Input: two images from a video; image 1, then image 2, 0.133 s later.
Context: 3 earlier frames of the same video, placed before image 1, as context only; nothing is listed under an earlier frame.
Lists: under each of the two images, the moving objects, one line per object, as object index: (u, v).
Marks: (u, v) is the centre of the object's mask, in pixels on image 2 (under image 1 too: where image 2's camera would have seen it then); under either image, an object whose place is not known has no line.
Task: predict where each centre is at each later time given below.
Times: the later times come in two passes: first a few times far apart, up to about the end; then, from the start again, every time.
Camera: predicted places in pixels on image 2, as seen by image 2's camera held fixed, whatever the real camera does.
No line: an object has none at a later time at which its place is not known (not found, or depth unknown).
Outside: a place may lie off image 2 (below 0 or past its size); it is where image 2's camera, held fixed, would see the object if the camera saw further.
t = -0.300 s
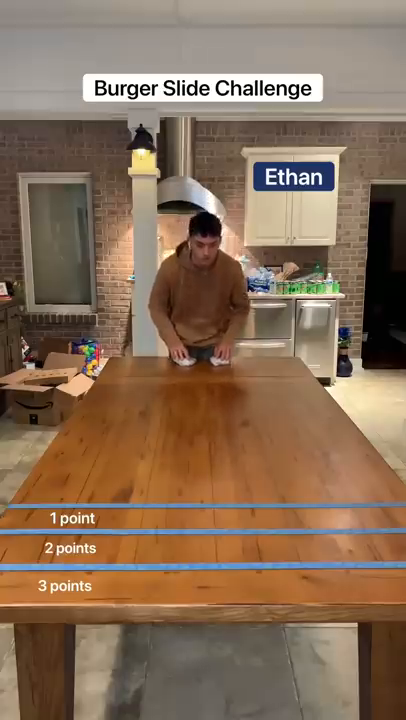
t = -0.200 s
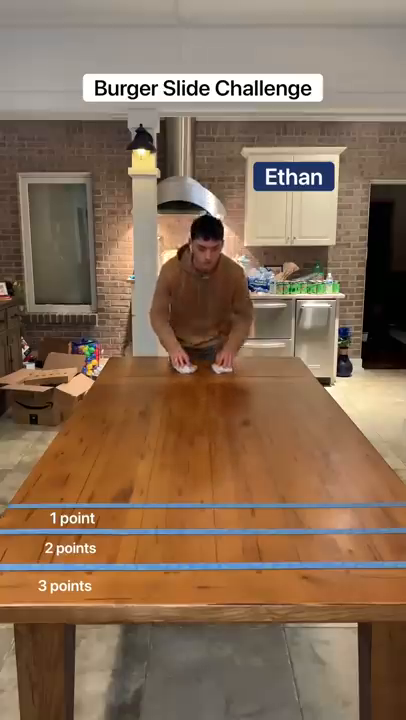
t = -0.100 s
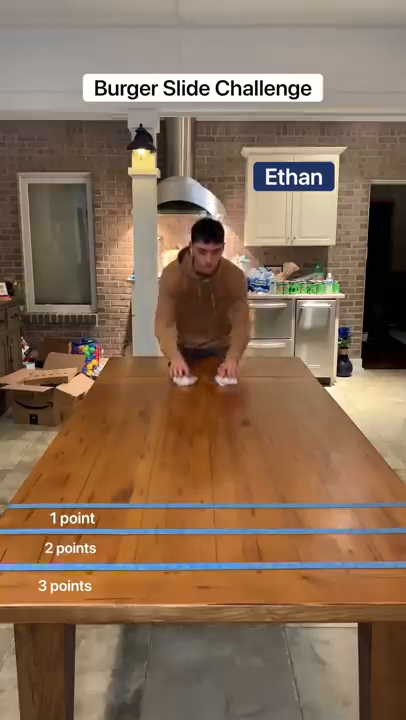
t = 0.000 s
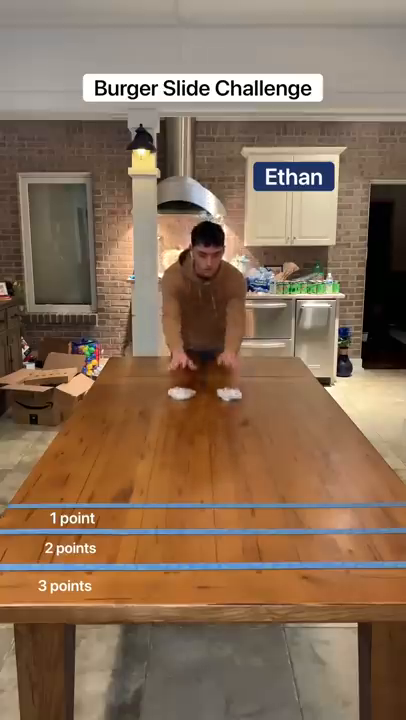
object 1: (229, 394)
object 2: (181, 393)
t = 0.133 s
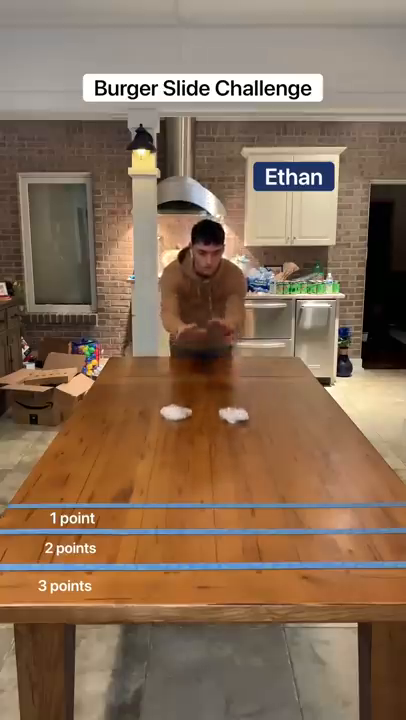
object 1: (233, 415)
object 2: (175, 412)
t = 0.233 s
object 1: (237, 432)
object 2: (171, 428)
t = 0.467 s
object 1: (247, 475)
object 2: (161, 465)
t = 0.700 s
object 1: (257, 517)
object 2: (152, 499)
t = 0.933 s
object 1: (263, 546)
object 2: (149, 510)
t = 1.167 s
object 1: (264, 551)
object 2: (149, 510)
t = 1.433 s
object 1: (264, 551)
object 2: (149, 510)
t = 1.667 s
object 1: (264, 551)
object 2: (149, 510)
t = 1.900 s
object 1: (264, 551)
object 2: (149, 510)
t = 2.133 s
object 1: (264, 551)
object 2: (149, 510)
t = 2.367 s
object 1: (264, 551)
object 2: (149, 510)
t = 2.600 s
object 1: (264, 551)
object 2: (149, 510)
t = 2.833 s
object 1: (264, 551)
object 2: (149, 510)
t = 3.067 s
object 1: (264, 551)
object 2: (149, 510)
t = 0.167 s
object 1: (235, 420)
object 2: (174, 417)
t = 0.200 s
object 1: (236, 426)
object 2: (172, 422)
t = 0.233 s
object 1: (237, 432)
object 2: (171, 428)
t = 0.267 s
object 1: (238, 437)
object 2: (169, 433)
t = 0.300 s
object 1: (240, 444)
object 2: (168, 438)
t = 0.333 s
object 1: (241, 450)
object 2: (167, 444)
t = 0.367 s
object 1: (242, 456)
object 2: (165, 449)
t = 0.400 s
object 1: (244, 462)
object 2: (163, 454)
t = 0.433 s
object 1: (245, 469)
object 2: (162, 460)
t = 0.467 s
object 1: (247, 475)
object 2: (161, 465)
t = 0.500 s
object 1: (248, 481)
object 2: (159, 470)
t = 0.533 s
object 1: (250, 488)
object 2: (158, 475)
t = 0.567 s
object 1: (251, 494)
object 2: (157, 480)
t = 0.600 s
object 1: (253, 500)
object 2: (155, 485)
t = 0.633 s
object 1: (254, 506)
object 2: (154, 490)
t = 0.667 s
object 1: (256, 512)
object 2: (153, 494)
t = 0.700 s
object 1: (257, 517)
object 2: (152, 499)
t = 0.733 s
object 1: (258, 523)
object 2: (151, 502)
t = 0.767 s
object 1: (259, 528)
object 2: (150, 505)
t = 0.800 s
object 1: (260, 532)
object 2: (150, 508)
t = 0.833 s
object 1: (261, 536)
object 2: (150, 509)
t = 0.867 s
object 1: (262, 540)
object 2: (149, 510)
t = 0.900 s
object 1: (262, 543)
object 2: (149, 510)
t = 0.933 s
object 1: (263, 546)
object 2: (149, 510)
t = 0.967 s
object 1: (264, 548)
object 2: (149, 510)
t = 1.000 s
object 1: (264, 550)
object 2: (149, 510)
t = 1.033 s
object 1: (264, 551)
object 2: (149, 510)
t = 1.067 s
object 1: (264, 551)
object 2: (149, 510)
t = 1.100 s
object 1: (264, 551)
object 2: (149, 510)
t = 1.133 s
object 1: (264, 551)
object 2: (149, 510)
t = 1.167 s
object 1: (264, 551)
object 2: (149, 510)
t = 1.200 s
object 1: (264, 551)
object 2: (149, 510)
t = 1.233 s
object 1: (264, 551)
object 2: (149, 510)
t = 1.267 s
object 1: (264, 551)
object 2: (149, 510)
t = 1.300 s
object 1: (264, 551)
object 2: (149, 510)
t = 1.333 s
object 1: (264, 551)
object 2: (149, 510)
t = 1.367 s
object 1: (264, 551)
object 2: (149, 510)
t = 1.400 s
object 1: (264, 551)
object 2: (149, 510)
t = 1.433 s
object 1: (264, 551)
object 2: (149, 510)
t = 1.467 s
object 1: (264, 551)
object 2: (149, 510)
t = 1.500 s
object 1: (264, 551)
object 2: (149, 510)
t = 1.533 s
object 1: (264, 551)
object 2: (149, 510)
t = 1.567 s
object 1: (264, 551)
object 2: (149, 510)
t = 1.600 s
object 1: (264, 551)
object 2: (149, 510)
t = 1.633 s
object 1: (264, 551)
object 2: (149, 510)
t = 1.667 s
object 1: (264, 551)
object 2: (149, 510)
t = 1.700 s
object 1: (264, 551)
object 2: (149, 510)
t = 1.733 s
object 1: (264, 551)
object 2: (149, 510)
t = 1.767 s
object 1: (264, 551)
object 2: (149, 510)
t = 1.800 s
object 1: (264, 551)
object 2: (149, 510)
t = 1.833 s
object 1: (264, 551)
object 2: (149, 510)
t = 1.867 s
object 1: (264, 551)
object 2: (149, 510)
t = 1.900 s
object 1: (264, 551)
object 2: (149, 510)
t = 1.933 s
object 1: (264, 551)
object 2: (149, 510)
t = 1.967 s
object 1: (264, 551)
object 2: (149, 509)
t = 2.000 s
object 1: (264, 551)
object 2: (149, 510)
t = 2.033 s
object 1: (264, 551)
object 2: (149, 510)
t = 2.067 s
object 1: (264, 551)
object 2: (149, 510)
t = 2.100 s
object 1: (264, 551)
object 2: (149, 510)
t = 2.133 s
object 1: (264, 551)
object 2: (149, 510)
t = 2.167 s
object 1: (264, 551)
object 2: (149, 510)
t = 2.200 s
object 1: (264, 551)
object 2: (149, 510)
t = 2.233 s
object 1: (264, 551)
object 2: (149, 510)
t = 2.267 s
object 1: (264, 551)
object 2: (149, 510)
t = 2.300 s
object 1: (264, 551)
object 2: (149, 510)
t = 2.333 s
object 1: (264, 551)
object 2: (149, 510)
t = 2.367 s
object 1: (264, 551)
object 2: (149, 510)
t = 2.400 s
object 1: (264, 551)
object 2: (149, 510)
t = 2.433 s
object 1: (264, 551)
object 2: (149, 510)
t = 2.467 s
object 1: (264, 551)
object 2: (149, 510)
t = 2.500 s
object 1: (264, 551)
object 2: (149, 510)
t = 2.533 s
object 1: (264, 551)
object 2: (149, 510)
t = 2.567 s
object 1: (264, 551)
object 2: (149, 510)
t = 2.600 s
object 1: (264, 551)
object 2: (149, 510)
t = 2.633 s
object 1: (264, 551)
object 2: (149, 510)
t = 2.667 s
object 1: (264, 551)
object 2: (149, 510)
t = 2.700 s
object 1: (264, 551)
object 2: (149, 510)
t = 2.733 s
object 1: (264, 551)
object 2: (149, 510)
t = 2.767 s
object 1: (264, 551)
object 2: (149, 510)
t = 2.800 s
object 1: (264, 551)
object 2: (149, 510)
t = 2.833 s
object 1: (264, 551)
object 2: (149, 510)
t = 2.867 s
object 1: (264, 551)
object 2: (149, 510)
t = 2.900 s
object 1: (264, 551)
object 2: (149, 510)
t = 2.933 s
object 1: (264, 551)
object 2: (149, 510)
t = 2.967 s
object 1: (264, 551)
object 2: (149, 510)
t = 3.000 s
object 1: (264, 551)
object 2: (149, 510)
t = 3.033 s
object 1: (264, 551)
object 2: (149, 510)
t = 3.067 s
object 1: (264, 551)
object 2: (149, 510)
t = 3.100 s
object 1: (264, 551)
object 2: (149, 510)
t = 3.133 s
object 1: (264, 551)
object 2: (149, 510)
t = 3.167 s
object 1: (264, 551)
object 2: (149, 510)
